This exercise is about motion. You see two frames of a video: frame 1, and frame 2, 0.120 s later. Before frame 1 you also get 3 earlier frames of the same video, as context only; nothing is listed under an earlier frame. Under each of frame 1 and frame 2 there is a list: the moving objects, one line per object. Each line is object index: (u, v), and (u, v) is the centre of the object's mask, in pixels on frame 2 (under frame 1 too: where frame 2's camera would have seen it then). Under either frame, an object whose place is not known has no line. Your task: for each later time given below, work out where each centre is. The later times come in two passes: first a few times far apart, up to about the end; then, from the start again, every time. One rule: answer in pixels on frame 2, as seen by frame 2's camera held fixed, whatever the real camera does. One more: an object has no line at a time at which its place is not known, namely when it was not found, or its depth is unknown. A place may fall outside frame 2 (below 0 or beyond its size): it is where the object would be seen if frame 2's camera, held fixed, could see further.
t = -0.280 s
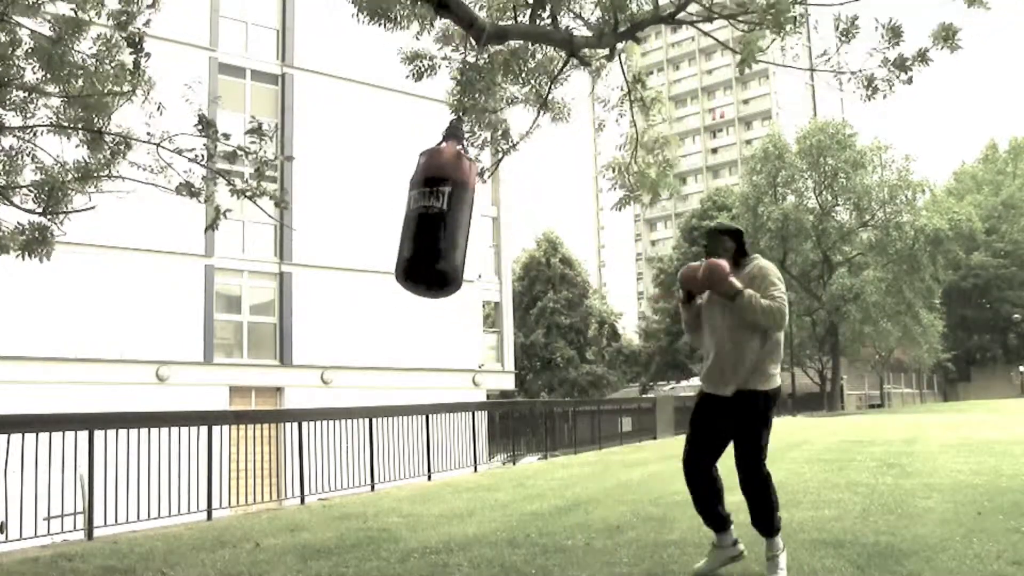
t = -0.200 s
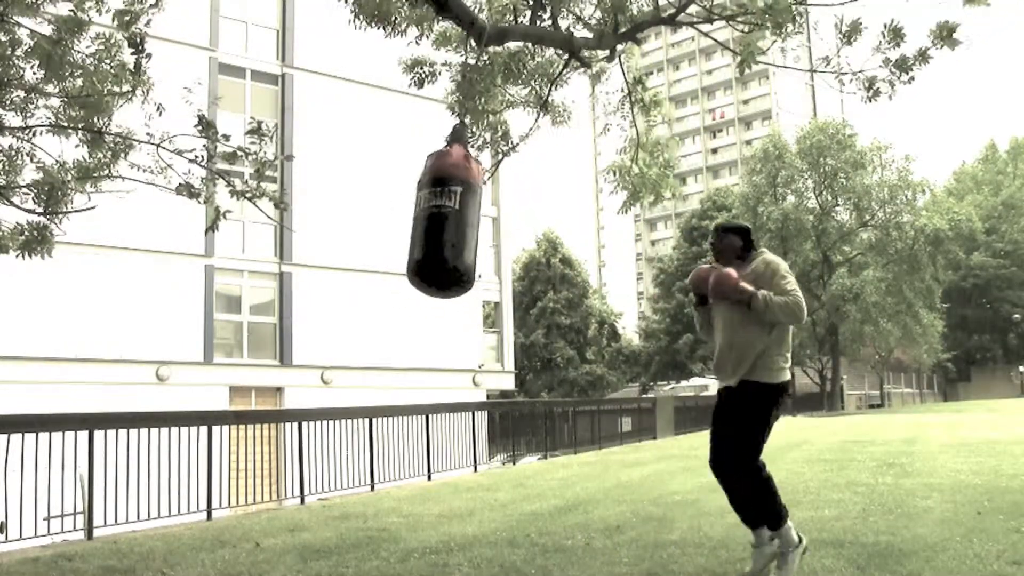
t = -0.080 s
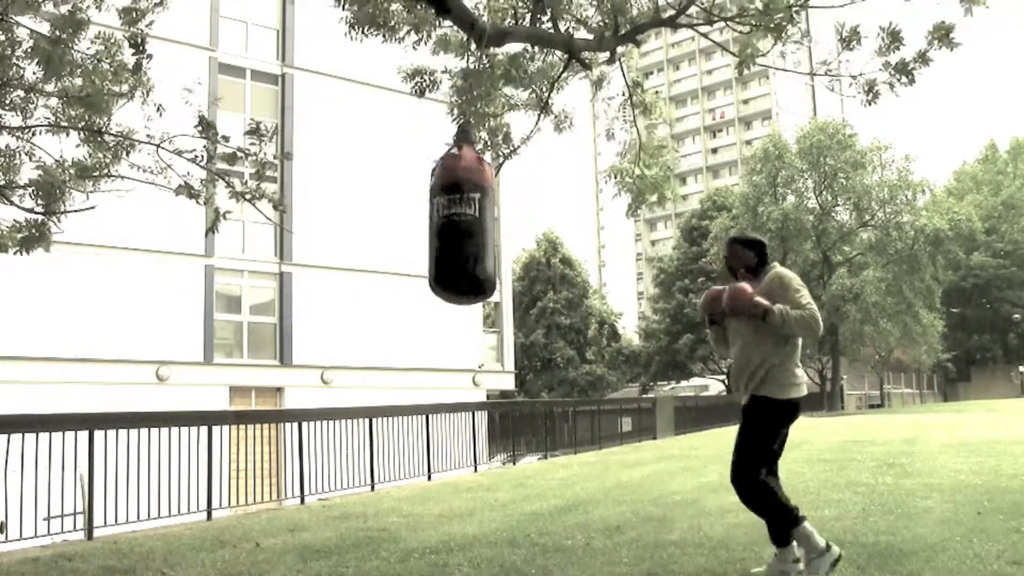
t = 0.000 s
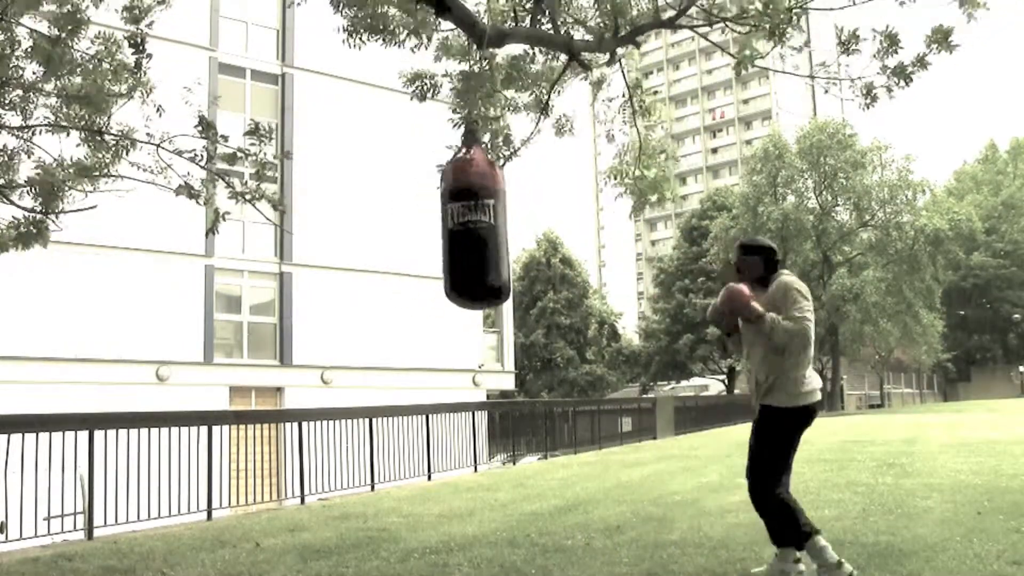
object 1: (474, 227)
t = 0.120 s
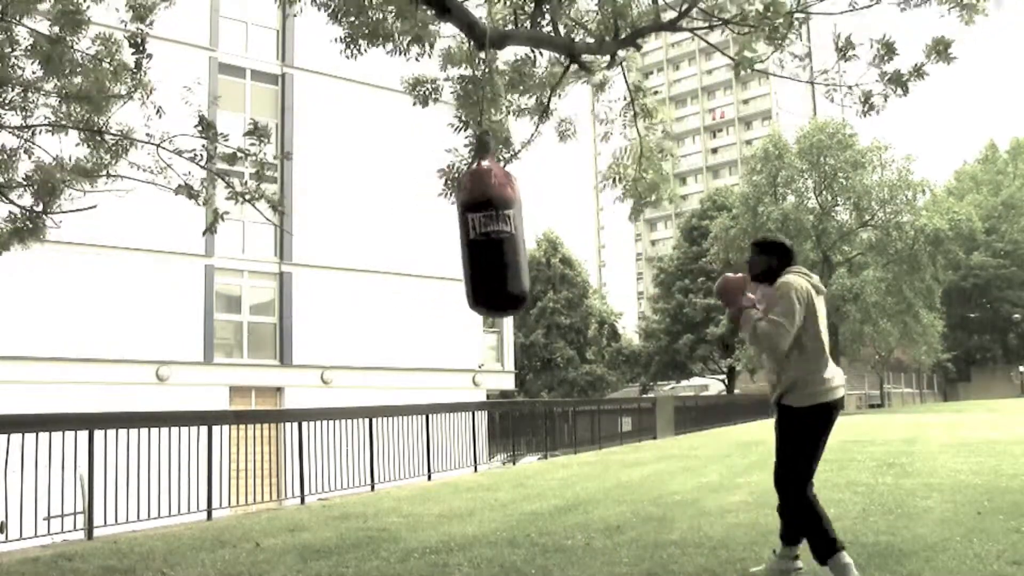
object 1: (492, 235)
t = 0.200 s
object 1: (502, 240)
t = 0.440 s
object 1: (520, 244)
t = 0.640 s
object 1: (521, 244)
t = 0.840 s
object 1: (510, 242)
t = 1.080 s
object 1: (489, 243)
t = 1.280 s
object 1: (472, 244)
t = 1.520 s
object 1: (458, 236)
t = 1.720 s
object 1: (458, 225)
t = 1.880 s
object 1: (466, 218)
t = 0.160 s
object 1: (497, 238)
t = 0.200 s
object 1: (502, 240)
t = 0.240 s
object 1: (506, 241)
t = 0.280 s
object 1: (510, 242)
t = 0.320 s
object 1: (513, 242)
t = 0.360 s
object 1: (516, 244)
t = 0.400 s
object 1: (518, 244)
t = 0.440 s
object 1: (520, 244)
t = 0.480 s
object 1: (521, 245)
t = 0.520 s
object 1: (522, 245)
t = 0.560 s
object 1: (522, 244)
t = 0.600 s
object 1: (521, 244)
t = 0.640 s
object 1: (521, 244)
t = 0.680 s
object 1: (519, 243)
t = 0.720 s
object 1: (516, 242)
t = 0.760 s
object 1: (514, 242)
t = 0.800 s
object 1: (513, 242)
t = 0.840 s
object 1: (510, 242)
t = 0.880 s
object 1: (508, 243)
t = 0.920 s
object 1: (504, 243)
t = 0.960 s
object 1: (500, 242)
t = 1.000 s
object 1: (497, 243)
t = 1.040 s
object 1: (493, 243)
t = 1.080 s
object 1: (489, 243)
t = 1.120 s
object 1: (485, 243)
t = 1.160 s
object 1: (482, 244)
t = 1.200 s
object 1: (479, 244)
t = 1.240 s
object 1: (475, 244)
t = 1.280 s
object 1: (472, 244)
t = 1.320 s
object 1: (469, 241)
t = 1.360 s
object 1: (466, 242)
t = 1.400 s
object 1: (463, 240)
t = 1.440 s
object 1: (461, 239)
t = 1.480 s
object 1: (459, 237)
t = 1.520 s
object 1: (458, 236)
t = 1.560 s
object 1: (457, 234)
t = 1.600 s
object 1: (457, 232)
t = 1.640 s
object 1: (457, 230)
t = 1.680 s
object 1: (457, 227)
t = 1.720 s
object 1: (458, 225)
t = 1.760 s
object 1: (459, 222)
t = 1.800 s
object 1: (461, 220)
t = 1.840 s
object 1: (463, 219)
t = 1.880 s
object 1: (466, 218)
